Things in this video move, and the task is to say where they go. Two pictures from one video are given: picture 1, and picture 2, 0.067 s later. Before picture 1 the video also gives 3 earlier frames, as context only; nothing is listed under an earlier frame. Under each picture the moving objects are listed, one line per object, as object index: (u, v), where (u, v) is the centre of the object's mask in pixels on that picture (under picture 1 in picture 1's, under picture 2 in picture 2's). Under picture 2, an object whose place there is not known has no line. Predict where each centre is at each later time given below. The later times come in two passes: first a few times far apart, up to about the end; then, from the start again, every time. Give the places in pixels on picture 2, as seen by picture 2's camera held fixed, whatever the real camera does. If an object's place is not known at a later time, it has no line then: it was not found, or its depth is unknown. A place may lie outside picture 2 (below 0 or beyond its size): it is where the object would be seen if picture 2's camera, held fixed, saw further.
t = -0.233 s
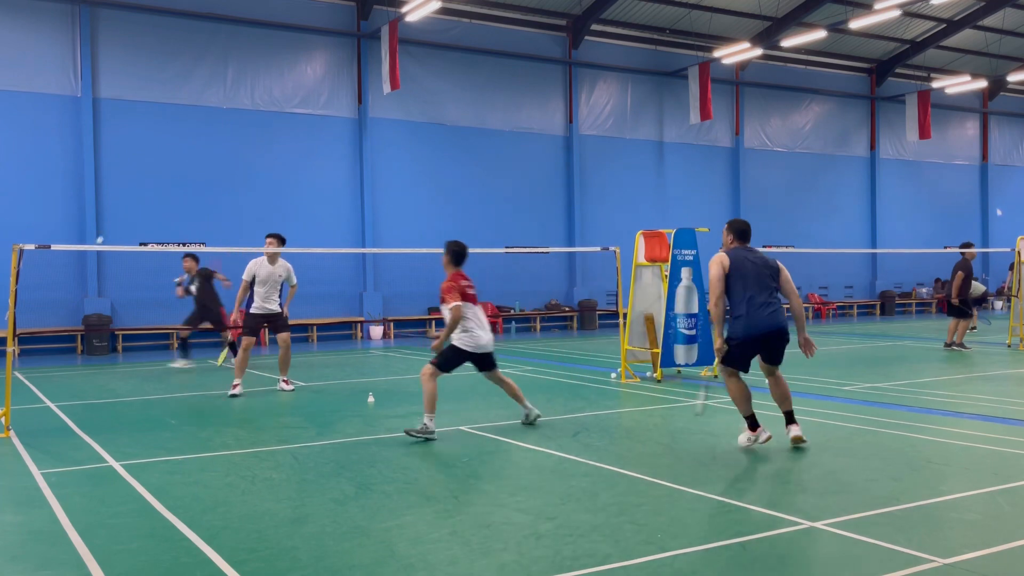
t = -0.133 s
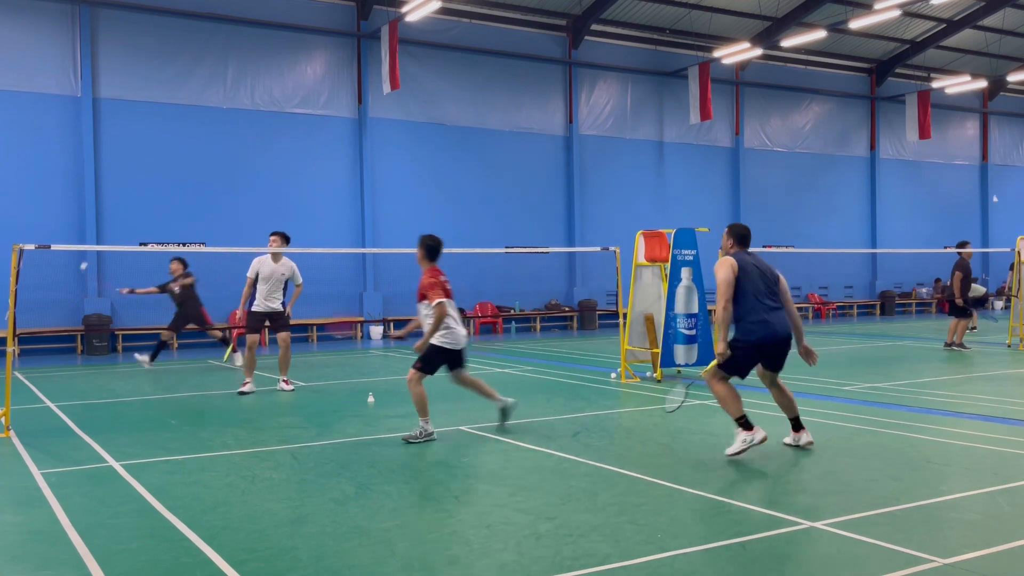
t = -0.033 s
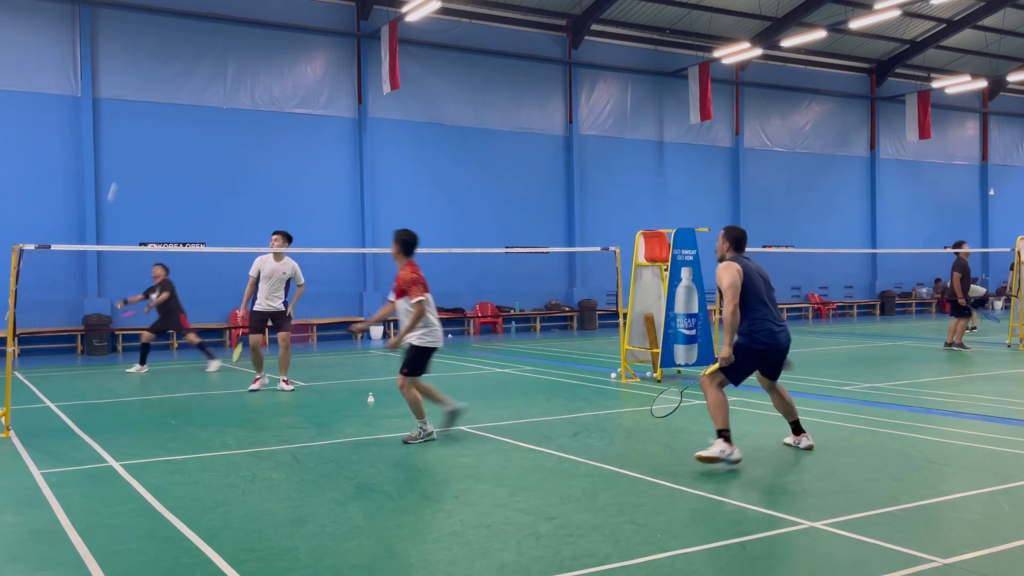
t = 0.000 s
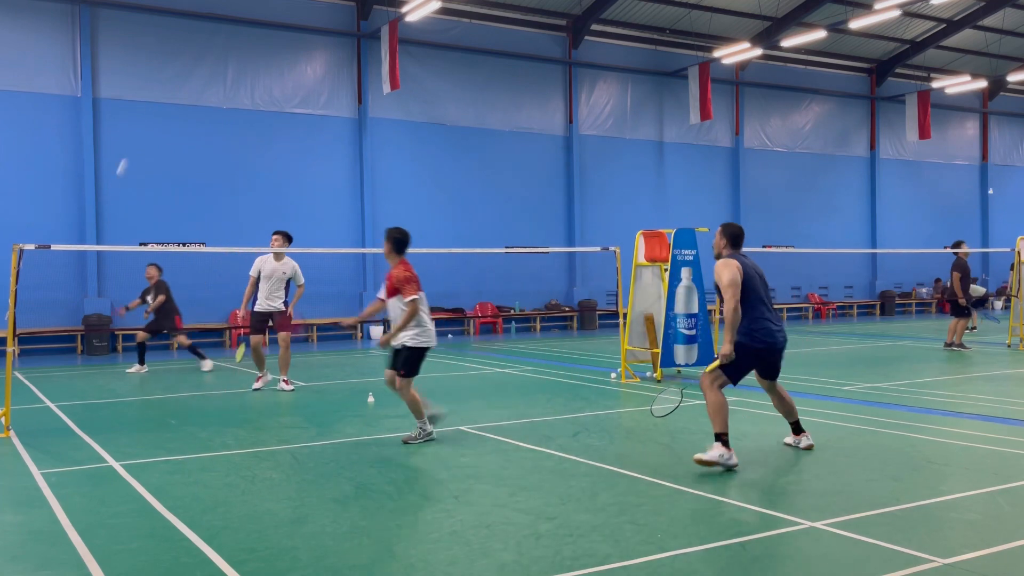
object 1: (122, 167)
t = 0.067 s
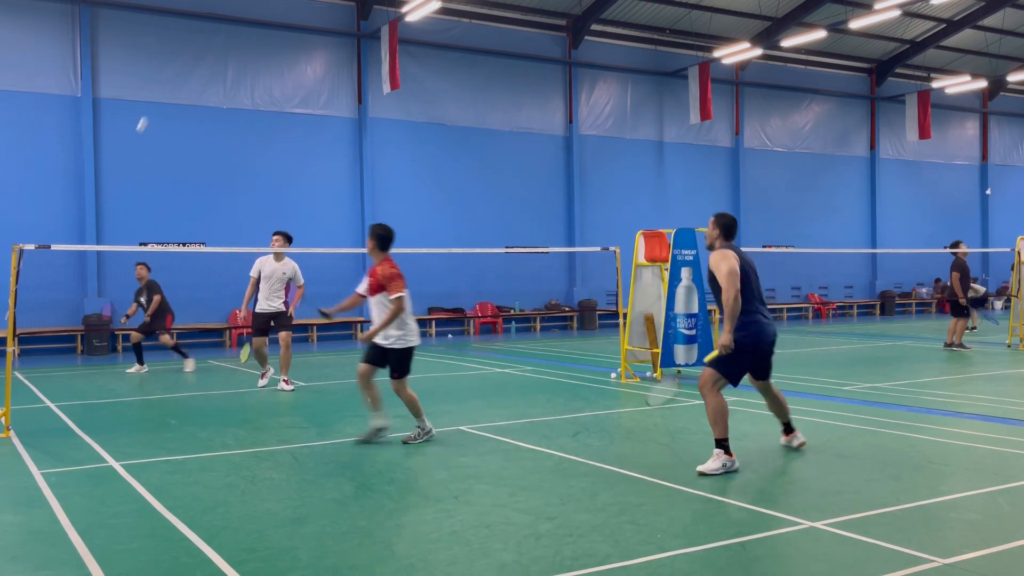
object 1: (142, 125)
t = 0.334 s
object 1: (208, 22)
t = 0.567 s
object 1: (261, 13)
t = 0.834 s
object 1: (321, 115)
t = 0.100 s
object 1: (151, 106)
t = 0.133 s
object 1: (159, 89)
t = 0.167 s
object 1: (167, 74)
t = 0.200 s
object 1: (176, 61)
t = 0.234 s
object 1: (184, 49)
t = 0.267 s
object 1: (192, 39)
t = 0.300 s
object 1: (200, 30)
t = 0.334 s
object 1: (208, 22)
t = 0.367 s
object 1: (216, 16)
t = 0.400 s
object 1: (223, 12)
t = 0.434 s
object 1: (231, 9)
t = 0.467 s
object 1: (239, 7)
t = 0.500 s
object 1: (246, 8)
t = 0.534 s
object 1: (254, 10)
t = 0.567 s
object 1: (261, 13)
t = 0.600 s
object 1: (269, 19)
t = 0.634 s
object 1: (277, 27)
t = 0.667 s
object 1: (284, 36)
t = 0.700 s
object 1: (291, 47)
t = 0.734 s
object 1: (299, 61)
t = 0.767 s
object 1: (306, 77)
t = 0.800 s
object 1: (314, 95)
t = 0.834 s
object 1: (321, 115)
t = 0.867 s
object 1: (328, 138)
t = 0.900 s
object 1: (335, 162)
